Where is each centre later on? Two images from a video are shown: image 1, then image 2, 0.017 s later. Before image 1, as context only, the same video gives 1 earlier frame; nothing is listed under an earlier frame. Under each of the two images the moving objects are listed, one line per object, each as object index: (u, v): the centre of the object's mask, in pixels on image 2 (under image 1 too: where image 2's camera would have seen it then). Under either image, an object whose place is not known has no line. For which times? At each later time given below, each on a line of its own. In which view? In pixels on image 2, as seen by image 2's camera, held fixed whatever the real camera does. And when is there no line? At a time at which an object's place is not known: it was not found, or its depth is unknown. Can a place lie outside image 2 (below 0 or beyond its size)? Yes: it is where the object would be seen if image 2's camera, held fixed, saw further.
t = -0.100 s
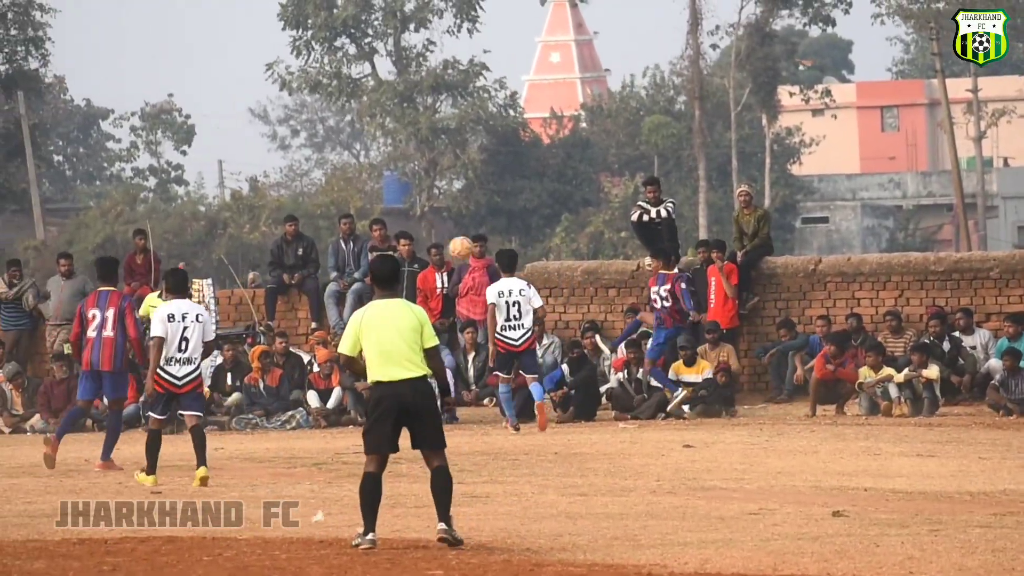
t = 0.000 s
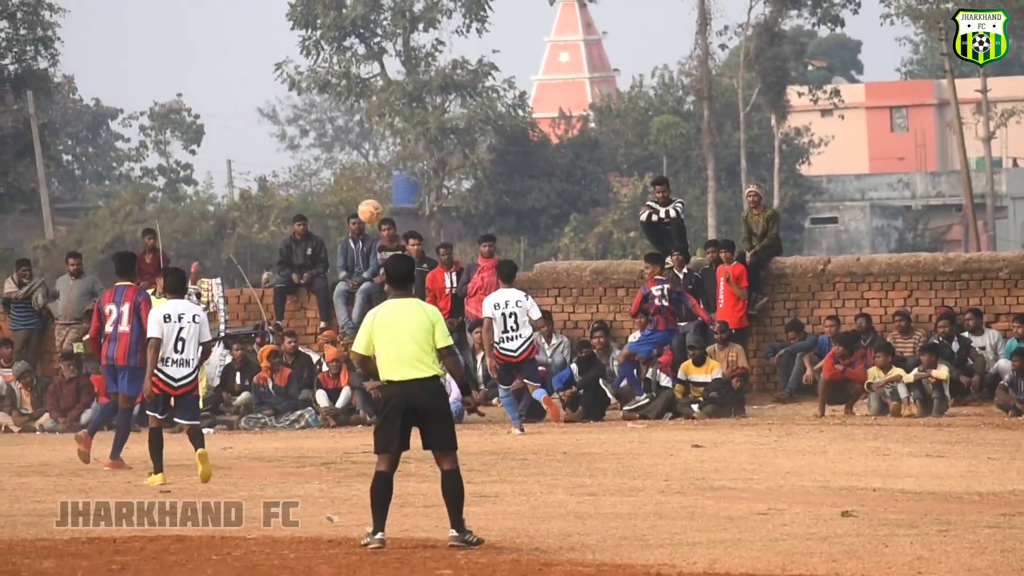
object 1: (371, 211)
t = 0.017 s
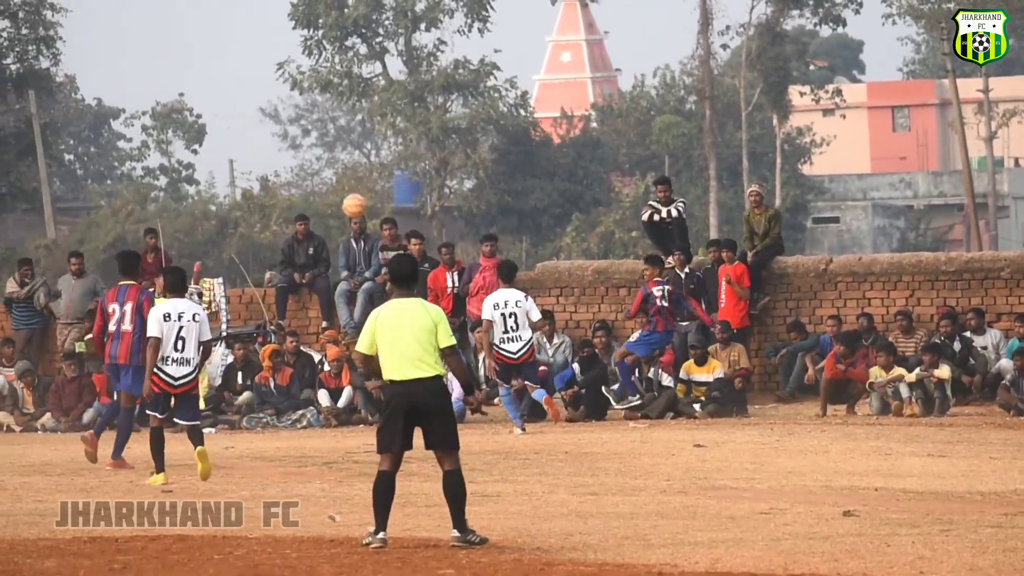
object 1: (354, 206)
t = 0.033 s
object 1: (339, 201)
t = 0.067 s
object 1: (307, 193)
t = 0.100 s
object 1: (277, 187)
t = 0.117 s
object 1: (263, 184)
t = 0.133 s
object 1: (247, 182)
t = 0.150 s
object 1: (231, 180)
